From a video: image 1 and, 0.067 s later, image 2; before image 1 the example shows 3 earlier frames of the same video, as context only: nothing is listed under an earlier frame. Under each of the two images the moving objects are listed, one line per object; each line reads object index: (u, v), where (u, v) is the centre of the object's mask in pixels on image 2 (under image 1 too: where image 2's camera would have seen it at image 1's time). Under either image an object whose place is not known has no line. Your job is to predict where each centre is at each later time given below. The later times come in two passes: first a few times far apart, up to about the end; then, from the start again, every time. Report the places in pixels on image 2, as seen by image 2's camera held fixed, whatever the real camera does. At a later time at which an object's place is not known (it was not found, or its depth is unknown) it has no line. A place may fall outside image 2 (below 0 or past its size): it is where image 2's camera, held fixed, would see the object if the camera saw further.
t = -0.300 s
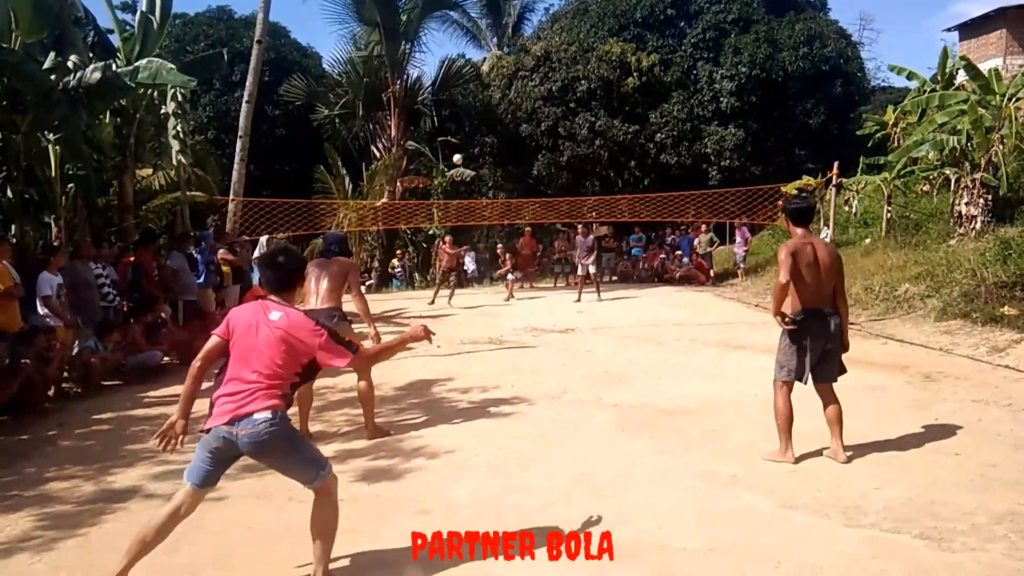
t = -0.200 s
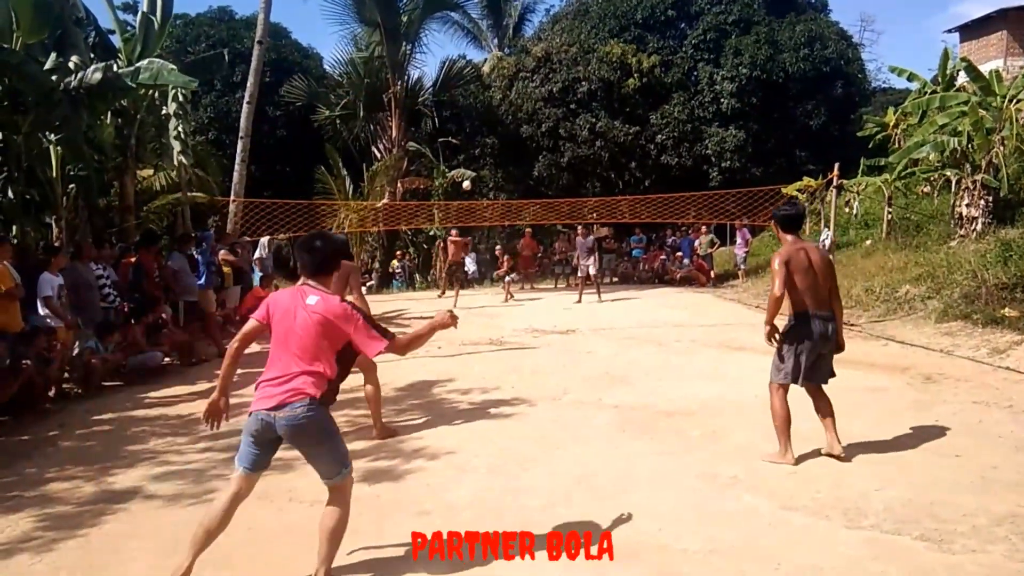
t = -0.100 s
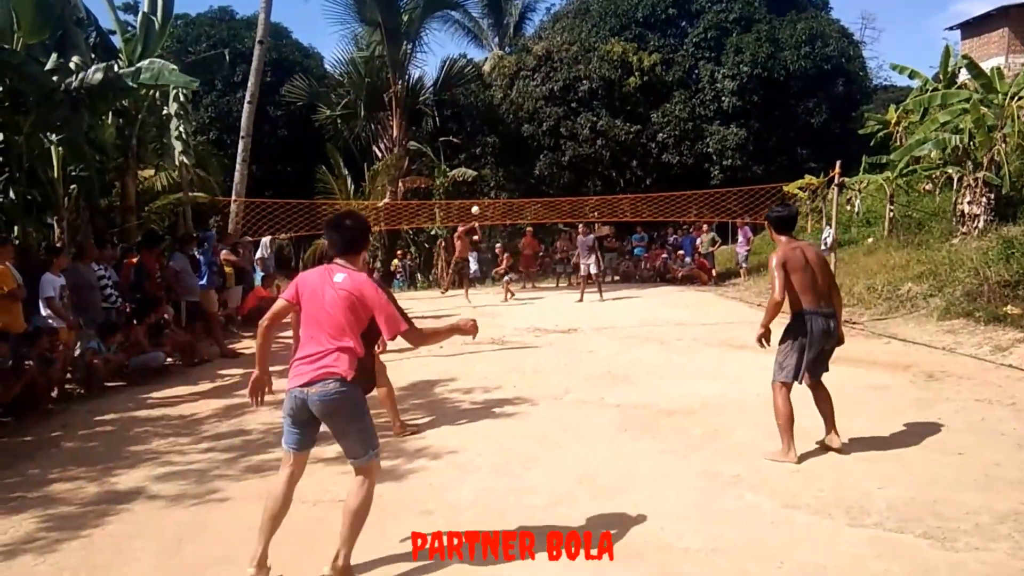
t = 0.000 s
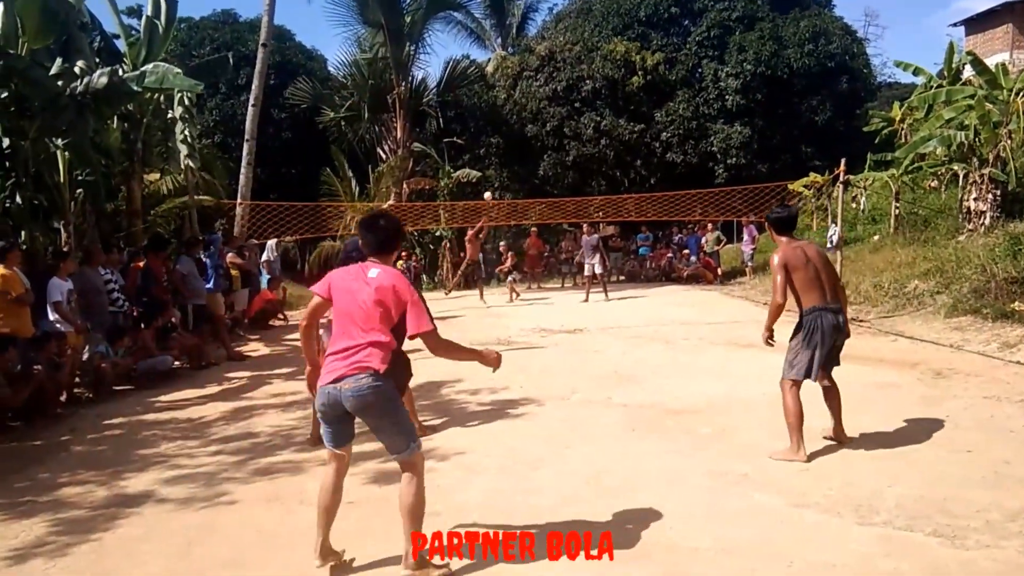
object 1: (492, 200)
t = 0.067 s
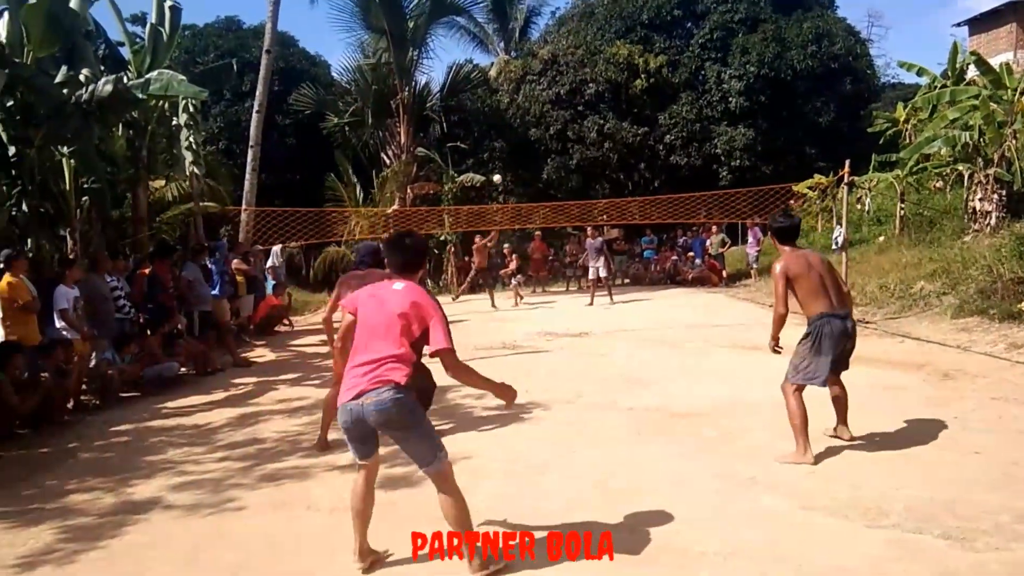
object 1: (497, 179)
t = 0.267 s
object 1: (516, 121)
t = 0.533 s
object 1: (554, 62)
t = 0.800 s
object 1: (615, 43)
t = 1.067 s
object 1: (715, 105)
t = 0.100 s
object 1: (500, 169)
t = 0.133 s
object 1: (502, 158)
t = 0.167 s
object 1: (506, 148)
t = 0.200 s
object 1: (509, 139)
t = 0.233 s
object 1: (512, 130)
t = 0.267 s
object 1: (516, 121)
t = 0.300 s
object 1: (520, 112)
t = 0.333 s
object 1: (524, 103)
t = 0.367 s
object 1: (528, 95)
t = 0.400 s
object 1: (533, 87)
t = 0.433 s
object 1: (538, 82)
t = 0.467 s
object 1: (543, 74)
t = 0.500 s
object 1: (549, 68)
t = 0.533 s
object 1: (554, 62)
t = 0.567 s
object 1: (561, 57)
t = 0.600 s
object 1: (568, 53)
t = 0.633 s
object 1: (575, 49)
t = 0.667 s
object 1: (581, 46)
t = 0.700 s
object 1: (589, 44)
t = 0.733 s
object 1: (597, 43)
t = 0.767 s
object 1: (606, 42)
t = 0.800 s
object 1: (615, 43)
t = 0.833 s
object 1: (625, 44)
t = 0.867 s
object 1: (635, 48)
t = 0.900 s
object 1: (646, 53)
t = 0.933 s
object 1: (658, 59)
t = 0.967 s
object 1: (671, 68)
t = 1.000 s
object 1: (685, 78)
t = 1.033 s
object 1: (699, 90)
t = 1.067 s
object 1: (715, 105)
